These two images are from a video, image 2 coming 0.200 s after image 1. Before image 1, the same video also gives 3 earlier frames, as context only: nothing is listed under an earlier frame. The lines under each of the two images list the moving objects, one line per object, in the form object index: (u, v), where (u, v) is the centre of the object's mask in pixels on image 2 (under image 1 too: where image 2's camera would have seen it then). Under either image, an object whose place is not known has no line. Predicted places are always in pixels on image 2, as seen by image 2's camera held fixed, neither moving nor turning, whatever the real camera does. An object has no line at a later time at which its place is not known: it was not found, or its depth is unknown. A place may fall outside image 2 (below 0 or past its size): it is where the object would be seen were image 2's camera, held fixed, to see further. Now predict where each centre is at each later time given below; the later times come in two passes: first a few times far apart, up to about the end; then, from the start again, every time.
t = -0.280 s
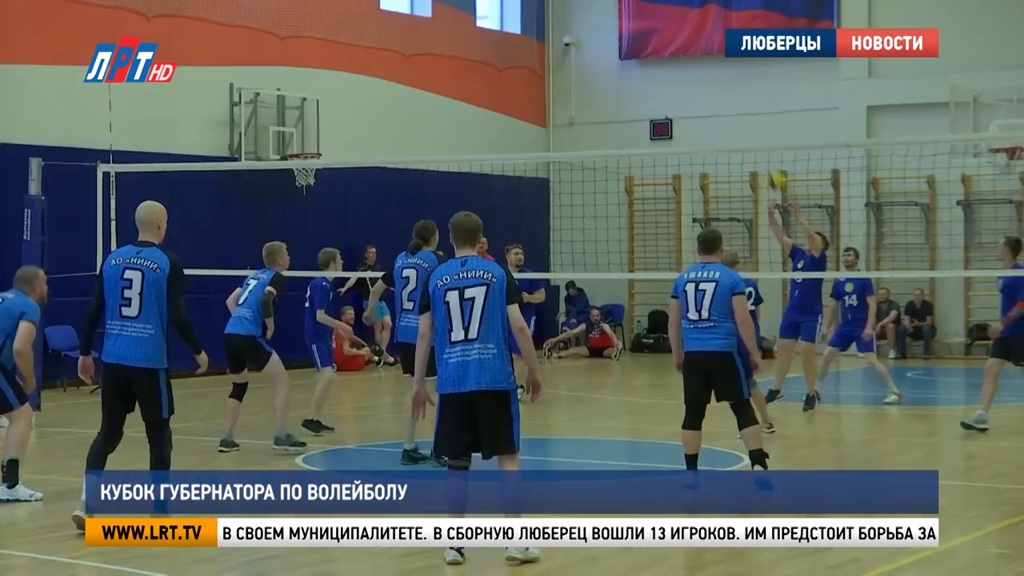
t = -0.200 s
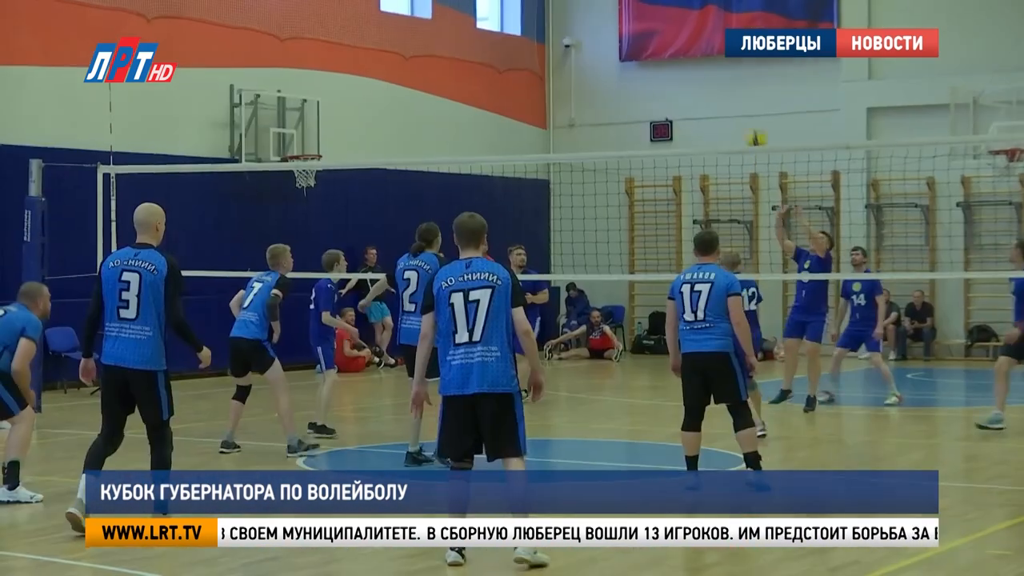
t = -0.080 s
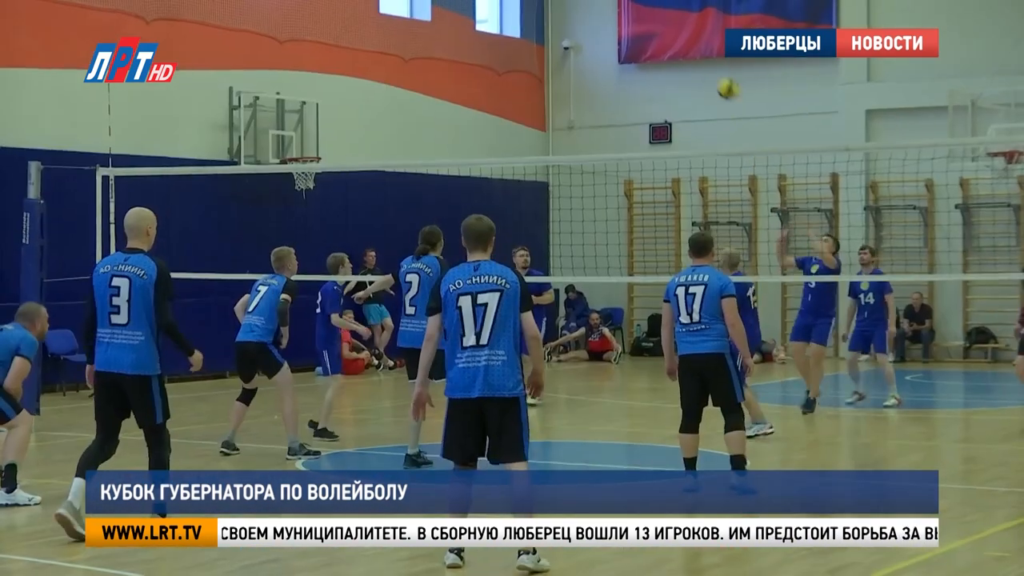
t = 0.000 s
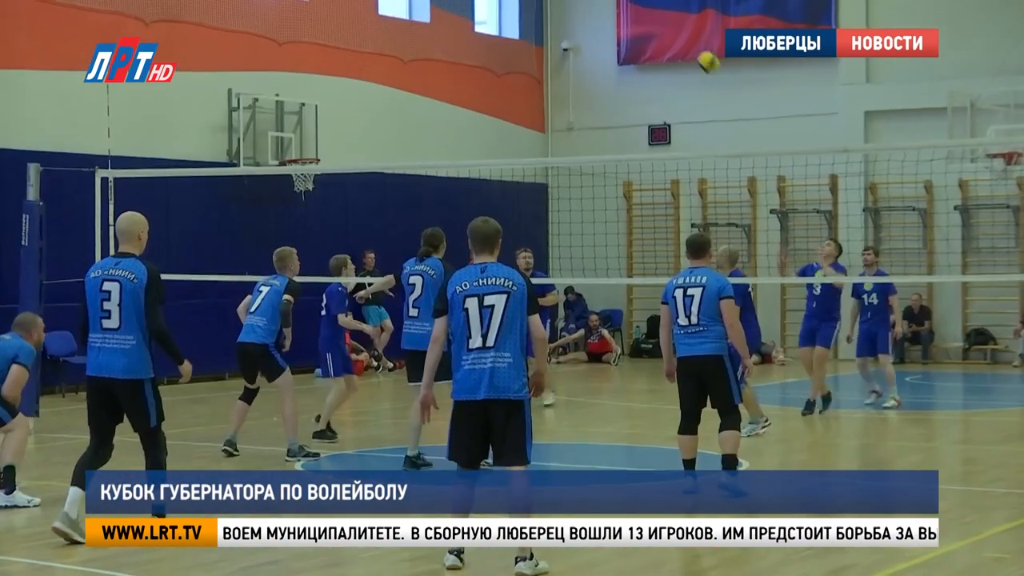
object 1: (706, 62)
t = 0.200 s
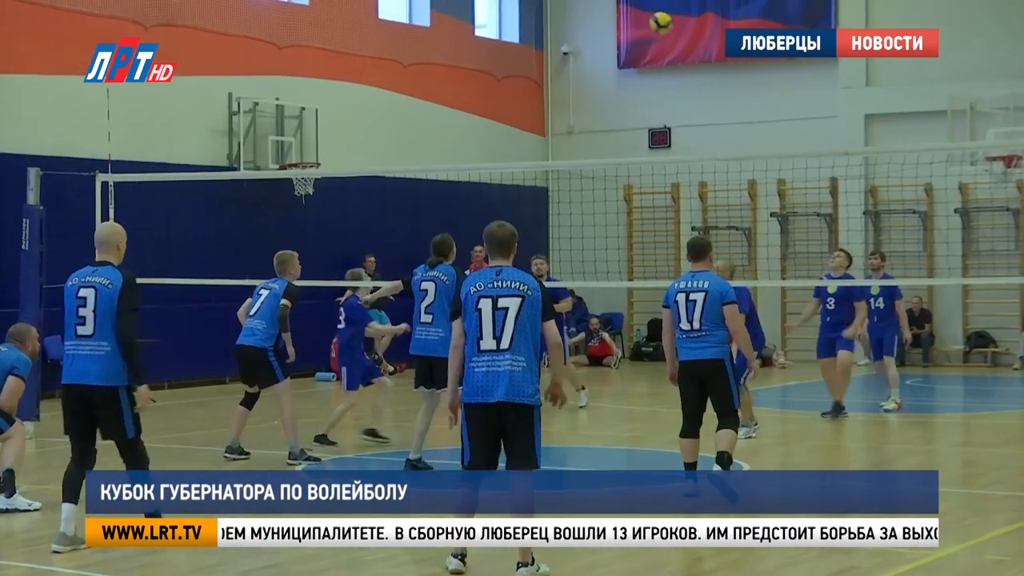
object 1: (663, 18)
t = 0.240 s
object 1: (653, 14)
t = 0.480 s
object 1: (591, 24)
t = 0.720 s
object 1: (533, 96)
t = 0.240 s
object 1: (653, 14)
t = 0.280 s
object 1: (641, 14)
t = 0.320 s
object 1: (631, 12)
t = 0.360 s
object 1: (622, 13)
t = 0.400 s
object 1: (612, 15)
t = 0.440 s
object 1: (601, 19)
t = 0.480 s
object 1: (591, 24)
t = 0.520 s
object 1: (581, 30)
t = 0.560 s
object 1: (572, 40)
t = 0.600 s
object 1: (562, 49)
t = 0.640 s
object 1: (553, 61)
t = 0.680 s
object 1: (543, 77)
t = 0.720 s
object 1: (533, 96)
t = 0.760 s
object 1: (526, 110)
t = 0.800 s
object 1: (517, 130)
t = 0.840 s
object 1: (508, 151)
